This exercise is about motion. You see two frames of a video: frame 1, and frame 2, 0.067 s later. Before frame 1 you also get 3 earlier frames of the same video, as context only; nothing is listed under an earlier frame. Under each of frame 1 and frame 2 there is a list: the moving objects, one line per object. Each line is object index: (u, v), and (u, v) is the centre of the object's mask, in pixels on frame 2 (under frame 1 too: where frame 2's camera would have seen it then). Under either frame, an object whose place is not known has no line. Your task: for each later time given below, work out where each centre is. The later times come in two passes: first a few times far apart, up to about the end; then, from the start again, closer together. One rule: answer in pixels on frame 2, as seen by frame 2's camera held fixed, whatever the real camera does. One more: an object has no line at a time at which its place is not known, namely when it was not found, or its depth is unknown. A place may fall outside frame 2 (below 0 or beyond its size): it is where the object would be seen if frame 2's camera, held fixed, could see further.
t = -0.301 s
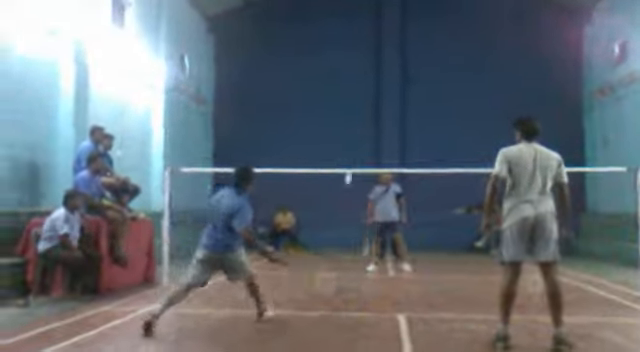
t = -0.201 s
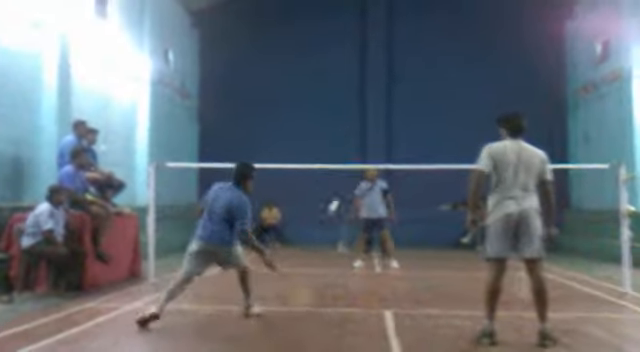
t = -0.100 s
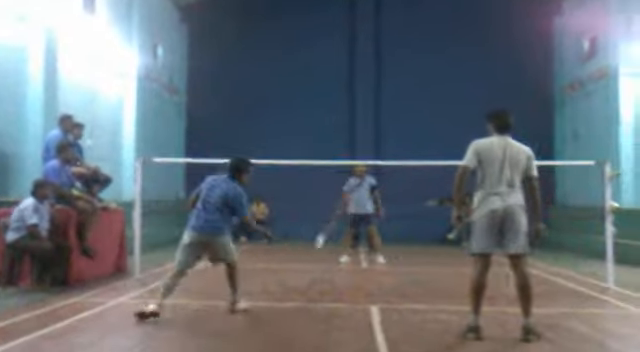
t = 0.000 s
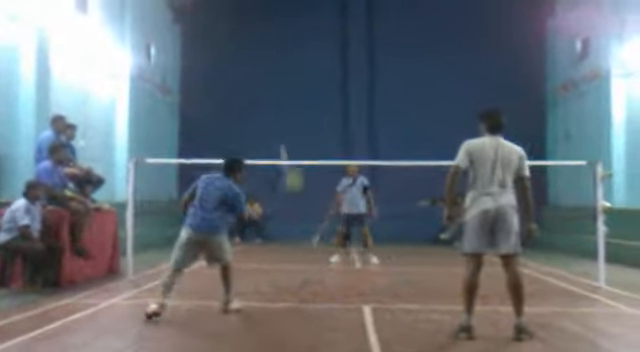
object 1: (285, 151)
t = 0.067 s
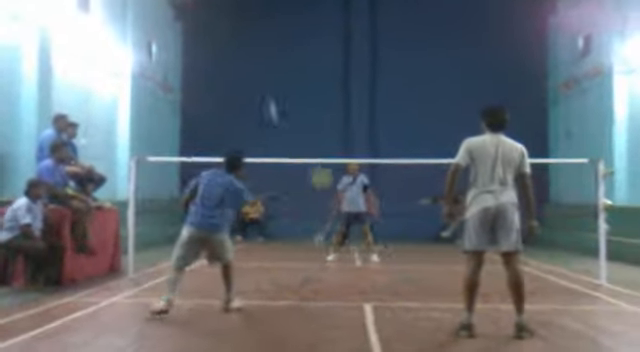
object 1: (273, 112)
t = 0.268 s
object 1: (252, 53)
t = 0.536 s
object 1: (237, 44)
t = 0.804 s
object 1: (232, 70)
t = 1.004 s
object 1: (228, 107)
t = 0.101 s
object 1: (267, 96)
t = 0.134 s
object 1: (262, 81)
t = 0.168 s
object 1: (260, 72)
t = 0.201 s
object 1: (256, 64)
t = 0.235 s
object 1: (254, 58)
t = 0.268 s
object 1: (252, 53)
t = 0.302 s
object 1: (250, 49)
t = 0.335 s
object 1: (247, 45)
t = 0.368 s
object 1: (245, 43)
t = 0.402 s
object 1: (243, 42)
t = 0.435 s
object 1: (241, 42)
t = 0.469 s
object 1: (240, 42)
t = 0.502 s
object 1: (238, 43)
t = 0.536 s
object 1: (237, 44)
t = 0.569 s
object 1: (236, 45)
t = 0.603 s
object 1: (234, 48)
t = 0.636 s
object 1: (234, 51)
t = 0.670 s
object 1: (233, 53)
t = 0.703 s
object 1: (232, 57)
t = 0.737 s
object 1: (231, 62)
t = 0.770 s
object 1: (231, 66)
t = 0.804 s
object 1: (232, 70)
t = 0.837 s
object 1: (230, 76)
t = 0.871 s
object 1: (229, 82)
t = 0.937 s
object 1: (230, 94)
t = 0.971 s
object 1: (229, 100)
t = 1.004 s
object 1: (228, 107)
